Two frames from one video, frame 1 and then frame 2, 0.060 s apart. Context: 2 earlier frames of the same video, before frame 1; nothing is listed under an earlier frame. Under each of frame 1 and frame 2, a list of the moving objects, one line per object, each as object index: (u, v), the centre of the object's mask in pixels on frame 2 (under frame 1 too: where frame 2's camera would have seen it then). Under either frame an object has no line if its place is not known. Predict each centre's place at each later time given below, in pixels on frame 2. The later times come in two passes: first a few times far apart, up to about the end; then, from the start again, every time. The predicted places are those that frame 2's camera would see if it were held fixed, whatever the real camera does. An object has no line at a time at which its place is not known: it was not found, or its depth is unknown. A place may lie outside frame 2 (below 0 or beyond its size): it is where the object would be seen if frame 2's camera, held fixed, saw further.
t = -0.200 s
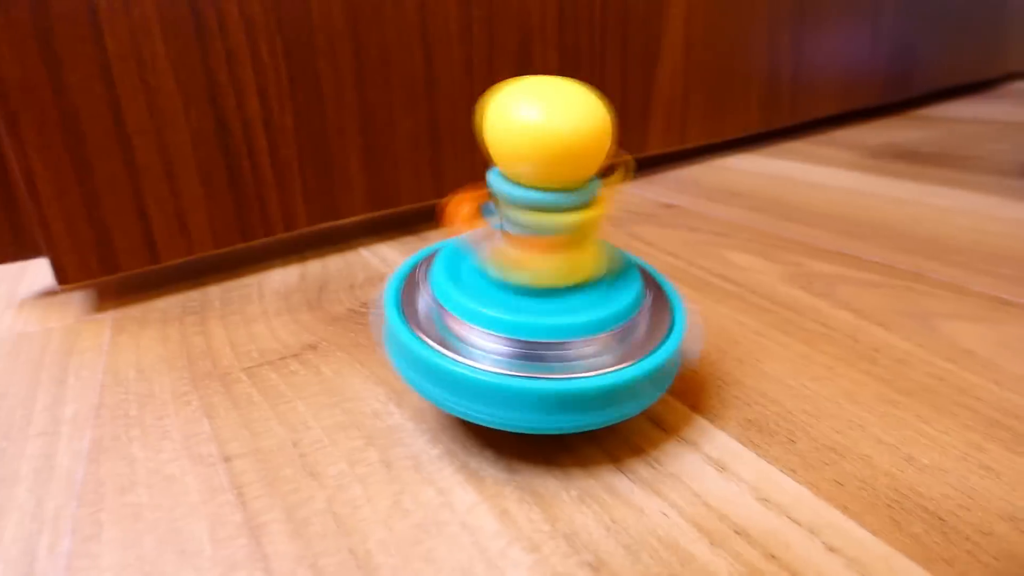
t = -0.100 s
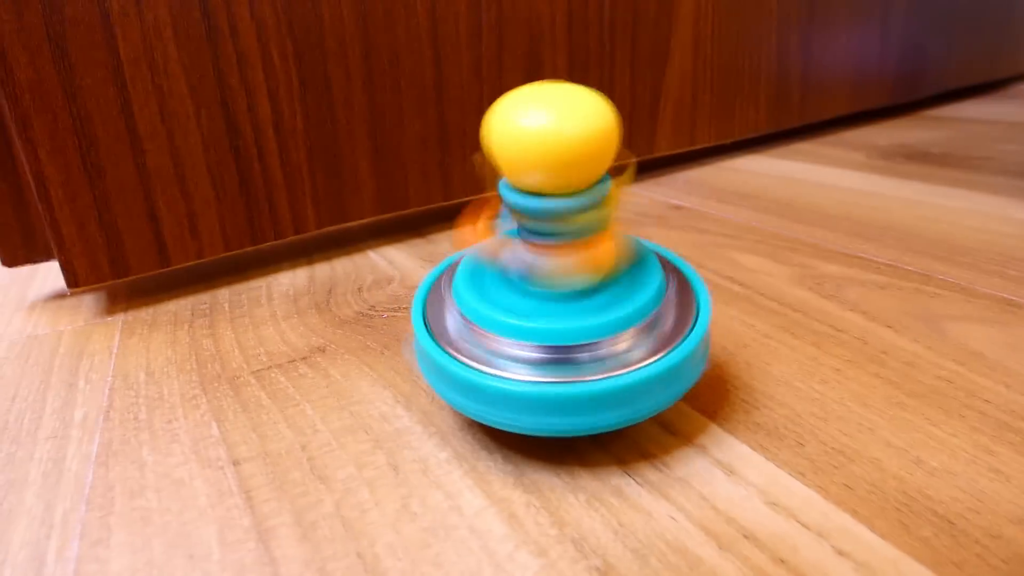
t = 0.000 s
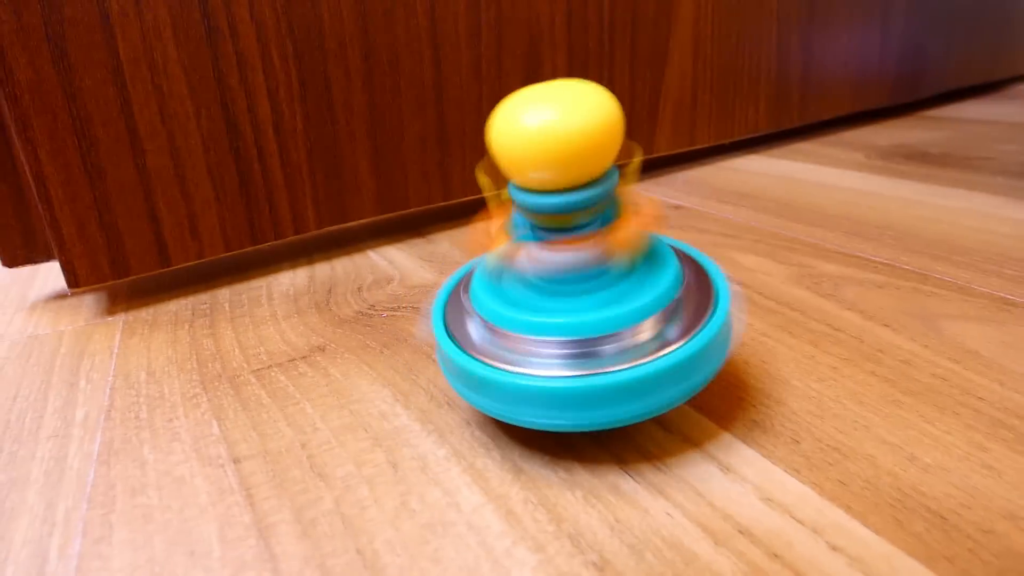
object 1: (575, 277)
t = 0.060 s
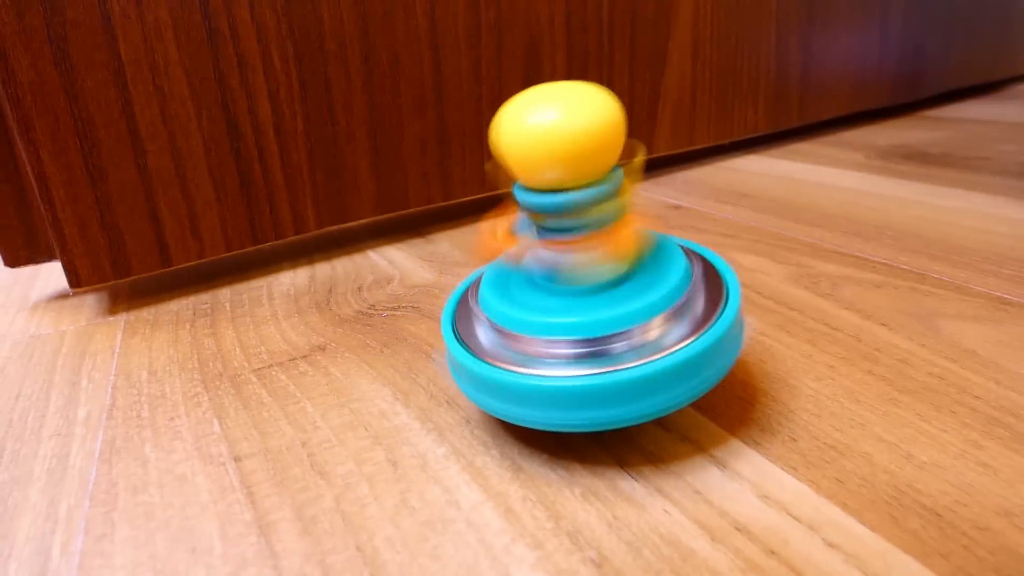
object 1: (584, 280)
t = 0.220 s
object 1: (595, 286)
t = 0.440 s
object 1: (572, 293)
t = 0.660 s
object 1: (539, 290)
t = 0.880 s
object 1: (540, 279)
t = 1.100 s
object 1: (574, 273)
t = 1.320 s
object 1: (583, 275)
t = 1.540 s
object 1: (566, 282)
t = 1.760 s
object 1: (530, 281)
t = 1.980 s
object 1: (534, 274)
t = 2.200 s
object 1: (565, 270)
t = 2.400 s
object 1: (572, 276)
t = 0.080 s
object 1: (588, 277)
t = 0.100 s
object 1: (589, 280)
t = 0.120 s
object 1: (591, 283)
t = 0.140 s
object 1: (594, 280)
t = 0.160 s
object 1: (594, 281)
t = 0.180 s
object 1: (595, 283)
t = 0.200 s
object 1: (597, 285)
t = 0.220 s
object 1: (595, 286)
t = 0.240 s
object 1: (595, 283)
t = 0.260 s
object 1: (592, 286)
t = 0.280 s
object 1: (593, 289)
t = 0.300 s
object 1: (593, 285)
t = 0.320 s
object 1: (588, 287)
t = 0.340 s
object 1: (586, 288)
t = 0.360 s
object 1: (586, 290)
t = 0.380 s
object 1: (582, 290)
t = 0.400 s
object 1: (580, 288)
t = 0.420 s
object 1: (574, 291)
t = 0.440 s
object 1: (572, 293)
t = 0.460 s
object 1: (570, 290)
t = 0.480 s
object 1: (564, 290)
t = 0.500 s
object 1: (561, 292)
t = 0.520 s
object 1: (558, 292)
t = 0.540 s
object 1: (553, 290)
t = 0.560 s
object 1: (551, 289)
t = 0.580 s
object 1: (547, 291)
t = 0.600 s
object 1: (545, 292)
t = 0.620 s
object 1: (546, 288)
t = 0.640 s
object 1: (540, 289)
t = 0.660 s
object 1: (539, 290)
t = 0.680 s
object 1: (539, 288)
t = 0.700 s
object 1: (536, 286)
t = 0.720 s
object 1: (537, 285)
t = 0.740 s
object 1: (535, 287)
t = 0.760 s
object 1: (533, 285)
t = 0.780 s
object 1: (536, 282)
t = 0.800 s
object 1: (534, 282)
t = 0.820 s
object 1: (535, 283)
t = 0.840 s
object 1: (539, 280)
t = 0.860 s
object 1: (537, 279)
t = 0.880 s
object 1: (540, 279)
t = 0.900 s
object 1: (542, 279)
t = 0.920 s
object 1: (543, 278)
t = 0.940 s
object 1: (548, 275)
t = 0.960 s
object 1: (549, 278)
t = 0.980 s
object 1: (552, 278)
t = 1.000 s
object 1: (557, 275)
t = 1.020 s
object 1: (560, 275)
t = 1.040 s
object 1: (562, 276)
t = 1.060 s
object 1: (567, 275)
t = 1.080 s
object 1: (569, 274)
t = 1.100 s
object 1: (574, 273)
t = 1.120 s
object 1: (576, 277)
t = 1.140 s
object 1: (577, 278)
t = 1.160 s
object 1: (581, 275)
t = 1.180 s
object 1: (580, 276)
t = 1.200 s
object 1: (581, 279)
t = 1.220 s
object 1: (583, 276)
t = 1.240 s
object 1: (581, 277)
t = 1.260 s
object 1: (581, 277)
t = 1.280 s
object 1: (582, 278)
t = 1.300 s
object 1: (581, 278)
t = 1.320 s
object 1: (583, 275)
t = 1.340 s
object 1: (583, 280)
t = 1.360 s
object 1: (584, 283)
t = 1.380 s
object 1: (583, 279)
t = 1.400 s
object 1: (579, 280)
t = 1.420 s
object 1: (577, 283)
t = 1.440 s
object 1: (577, 282)
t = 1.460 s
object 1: (573, 282)
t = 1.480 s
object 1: (571, 282)
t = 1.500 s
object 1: (568, 285)
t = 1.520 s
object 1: (566, 285)
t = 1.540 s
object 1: (566, 282)
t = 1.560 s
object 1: (559, 285)
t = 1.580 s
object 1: (557, 288)
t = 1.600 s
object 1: (554, 284)
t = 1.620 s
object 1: (547, 284)
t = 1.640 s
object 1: (543, 285)
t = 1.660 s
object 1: (540, 285)
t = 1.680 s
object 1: (536, 283)
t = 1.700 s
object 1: (536, 282)
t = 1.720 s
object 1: (532, 284)
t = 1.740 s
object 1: (530, 286)
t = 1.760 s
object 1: (530, 281)
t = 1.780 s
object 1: (526, 280)
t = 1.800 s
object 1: (526, 284)
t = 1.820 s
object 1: (528, 280)
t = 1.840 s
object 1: (525, 279)
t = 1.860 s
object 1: (526, 279)
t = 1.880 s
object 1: (526, 280)
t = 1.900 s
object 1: (525, 277)
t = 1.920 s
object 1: (529, 276)
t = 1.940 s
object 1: (527, 277)
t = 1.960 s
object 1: (530, 277)
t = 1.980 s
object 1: (534, 274)
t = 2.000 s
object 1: (535, 274)
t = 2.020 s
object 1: (537, 276)
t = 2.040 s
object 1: (540, 273)
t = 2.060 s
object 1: (541, 271)
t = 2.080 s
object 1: (545, 271)
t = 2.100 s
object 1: (548, 272)
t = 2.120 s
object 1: (551, 271)
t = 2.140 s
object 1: (557, 270)
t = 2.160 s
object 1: (557, 273)
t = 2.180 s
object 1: (560, 273)
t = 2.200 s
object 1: (565, 270)
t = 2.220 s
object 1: (566, 272)
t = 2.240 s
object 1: (567, 274)
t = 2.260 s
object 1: (569, 272)
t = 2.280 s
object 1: (567, 273)
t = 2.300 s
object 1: (568, 273)
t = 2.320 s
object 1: (570, 273)
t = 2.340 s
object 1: (571, 273)
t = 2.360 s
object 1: (573, 272)
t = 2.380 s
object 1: (572, 274)
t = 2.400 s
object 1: (572, 276)
